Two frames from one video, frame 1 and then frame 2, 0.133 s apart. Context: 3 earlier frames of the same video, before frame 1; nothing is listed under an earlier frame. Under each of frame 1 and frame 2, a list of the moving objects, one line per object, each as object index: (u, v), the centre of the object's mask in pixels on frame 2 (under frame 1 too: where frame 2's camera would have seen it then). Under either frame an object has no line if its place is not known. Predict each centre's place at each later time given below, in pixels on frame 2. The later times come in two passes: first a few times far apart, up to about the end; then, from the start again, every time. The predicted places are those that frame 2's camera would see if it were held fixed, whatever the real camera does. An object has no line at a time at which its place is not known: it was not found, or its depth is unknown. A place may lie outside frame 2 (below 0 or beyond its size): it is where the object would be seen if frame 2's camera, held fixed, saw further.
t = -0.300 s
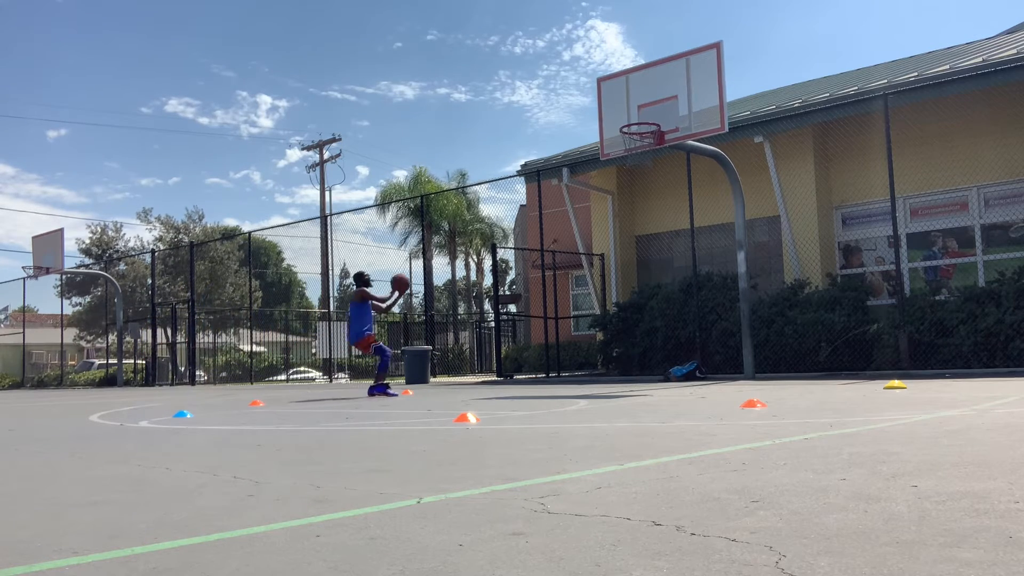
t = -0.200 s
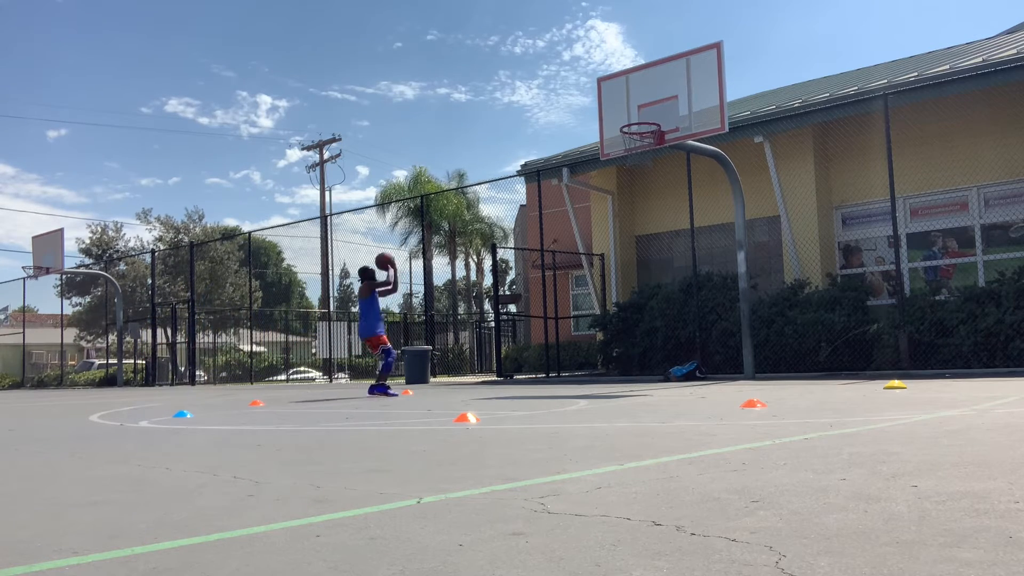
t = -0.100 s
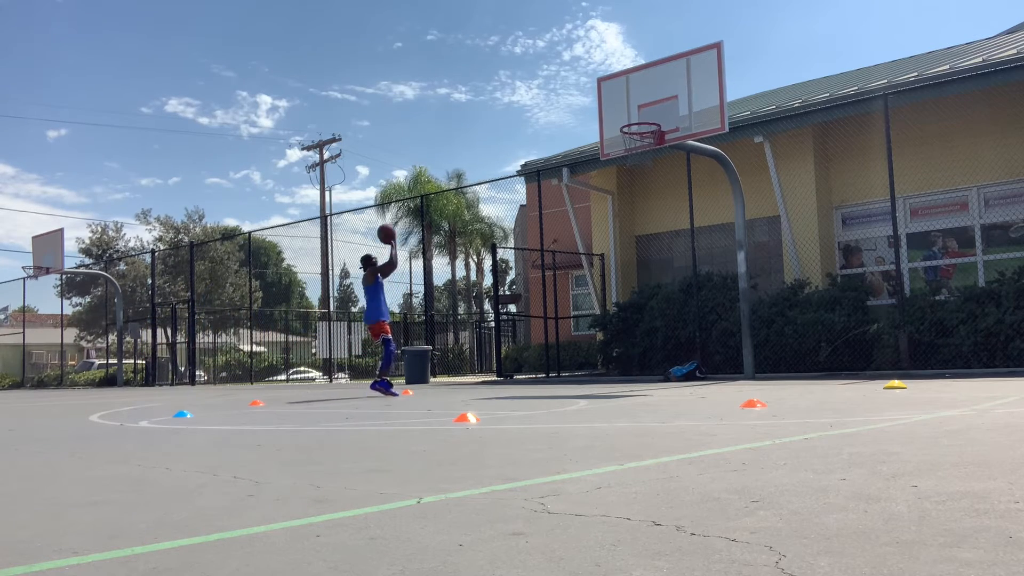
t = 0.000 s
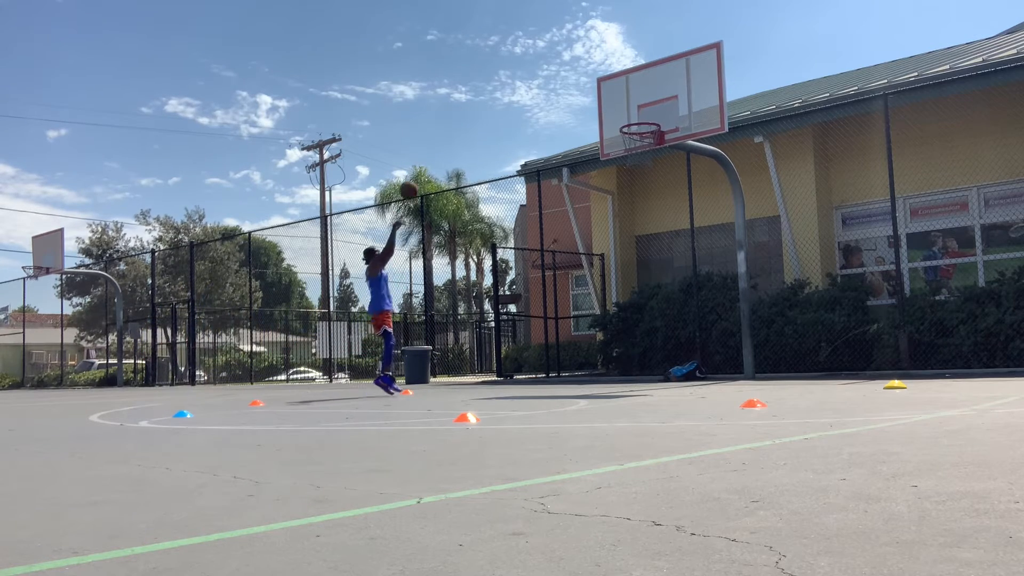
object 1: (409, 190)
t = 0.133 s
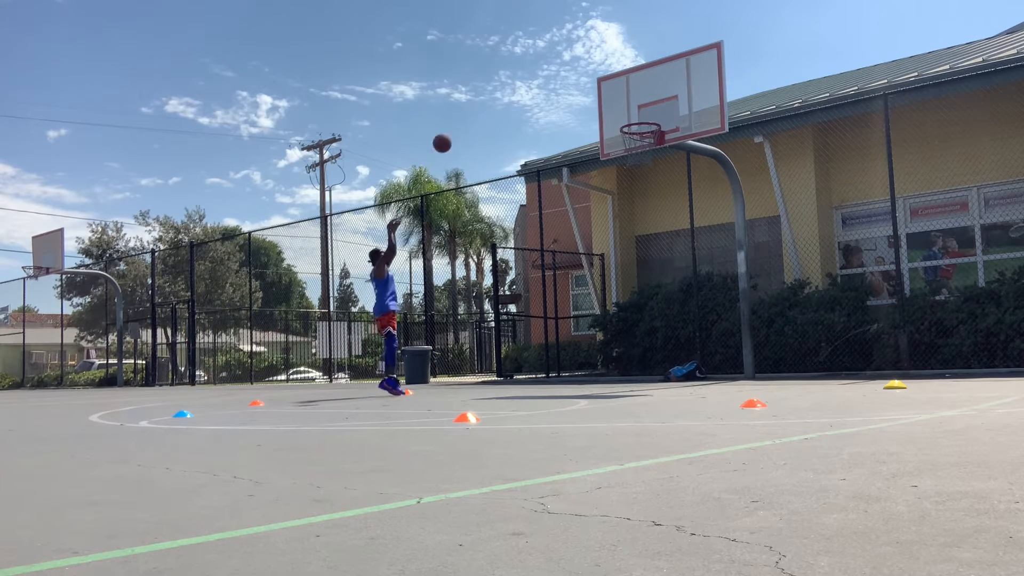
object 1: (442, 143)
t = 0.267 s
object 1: (476, 109)
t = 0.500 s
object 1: (539, 83)
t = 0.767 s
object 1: (615, 105)
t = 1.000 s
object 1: (647, 164)
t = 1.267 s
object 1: (631, 267)
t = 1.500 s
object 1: (615, 365)
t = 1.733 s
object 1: (571, 267)
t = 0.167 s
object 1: (450, 133)
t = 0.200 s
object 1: (459, 125)
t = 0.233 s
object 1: (468, 117)
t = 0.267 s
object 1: (476, 109)
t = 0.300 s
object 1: (485, 103)
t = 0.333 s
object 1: (494, 98)
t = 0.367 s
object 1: (503, 93)
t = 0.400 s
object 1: (512, 89)
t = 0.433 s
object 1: (521, 86)
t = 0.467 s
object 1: (530, 84)
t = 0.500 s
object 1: (539, 83)
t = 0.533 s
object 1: (549, 83)
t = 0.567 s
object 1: (558, 83)
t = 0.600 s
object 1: (567, 84)
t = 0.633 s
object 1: (576, 87)
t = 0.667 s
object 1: (586, 90)
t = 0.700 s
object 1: (595, 94)
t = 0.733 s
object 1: (605, 99)
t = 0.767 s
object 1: (615, 105)
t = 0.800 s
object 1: (625, 112)
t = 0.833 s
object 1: (634, 119)
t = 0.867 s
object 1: (645, 128)
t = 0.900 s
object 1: (652, 137)
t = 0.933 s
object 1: (650, 146)
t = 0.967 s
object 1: (647, 154)
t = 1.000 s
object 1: (647, 164)
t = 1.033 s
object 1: (645, 173)
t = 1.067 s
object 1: (642, 185)
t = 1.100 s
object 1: (640, 197)
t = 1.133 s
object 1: (638, 210)
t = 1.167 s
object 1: (635, 222)
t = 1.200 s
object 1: (634, 236)
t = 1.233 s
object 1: (633, 251)
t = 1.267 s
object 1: (631, 267)
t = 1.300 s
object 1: (629, 284)
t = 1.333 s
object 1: (627, 302)
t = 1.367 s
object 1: (625, 321)
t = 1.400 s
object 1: (625, 341)
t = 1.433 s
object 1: (623, 361)
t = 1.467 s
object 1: (622, 381)
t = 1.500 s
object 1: (615, 365)
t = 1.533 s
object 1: (609, 348)
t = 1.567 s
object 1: (602, 331)
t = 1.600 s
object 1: (596, 317)
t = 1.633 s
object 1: (590, 303)
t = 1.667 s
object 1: (583, 290)
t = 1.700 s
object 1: (577, 278)
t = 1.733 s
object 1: (571, 267)
